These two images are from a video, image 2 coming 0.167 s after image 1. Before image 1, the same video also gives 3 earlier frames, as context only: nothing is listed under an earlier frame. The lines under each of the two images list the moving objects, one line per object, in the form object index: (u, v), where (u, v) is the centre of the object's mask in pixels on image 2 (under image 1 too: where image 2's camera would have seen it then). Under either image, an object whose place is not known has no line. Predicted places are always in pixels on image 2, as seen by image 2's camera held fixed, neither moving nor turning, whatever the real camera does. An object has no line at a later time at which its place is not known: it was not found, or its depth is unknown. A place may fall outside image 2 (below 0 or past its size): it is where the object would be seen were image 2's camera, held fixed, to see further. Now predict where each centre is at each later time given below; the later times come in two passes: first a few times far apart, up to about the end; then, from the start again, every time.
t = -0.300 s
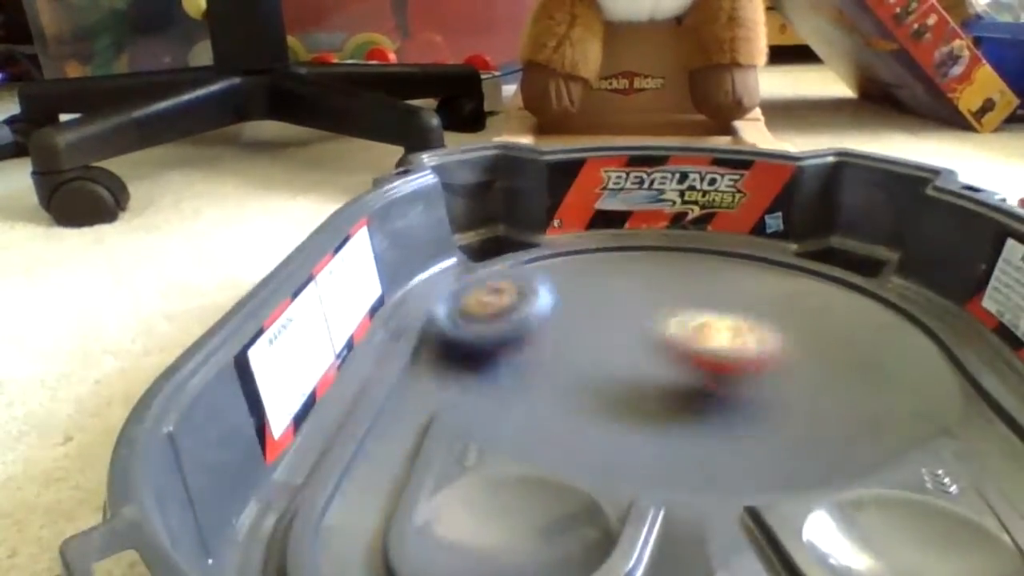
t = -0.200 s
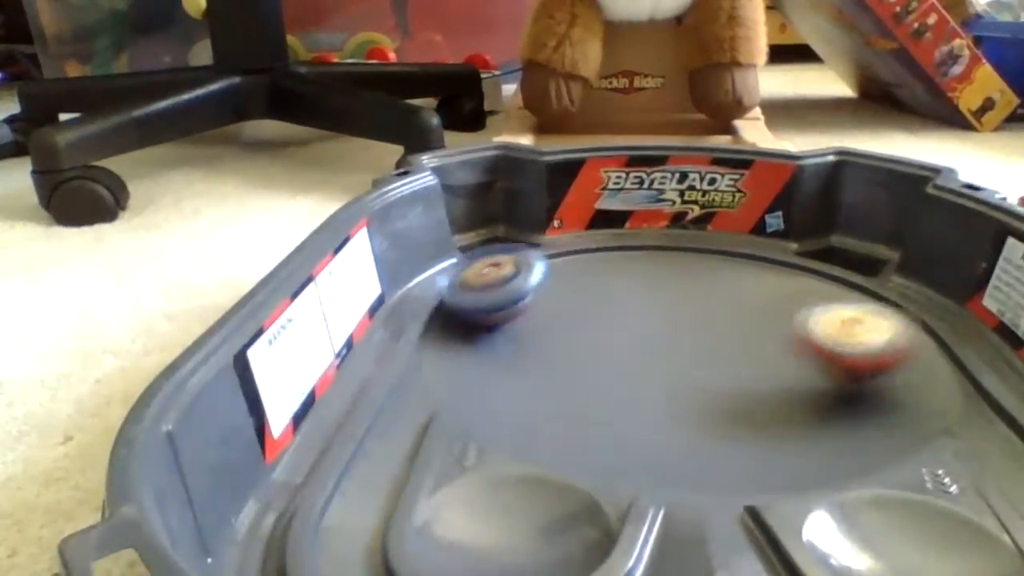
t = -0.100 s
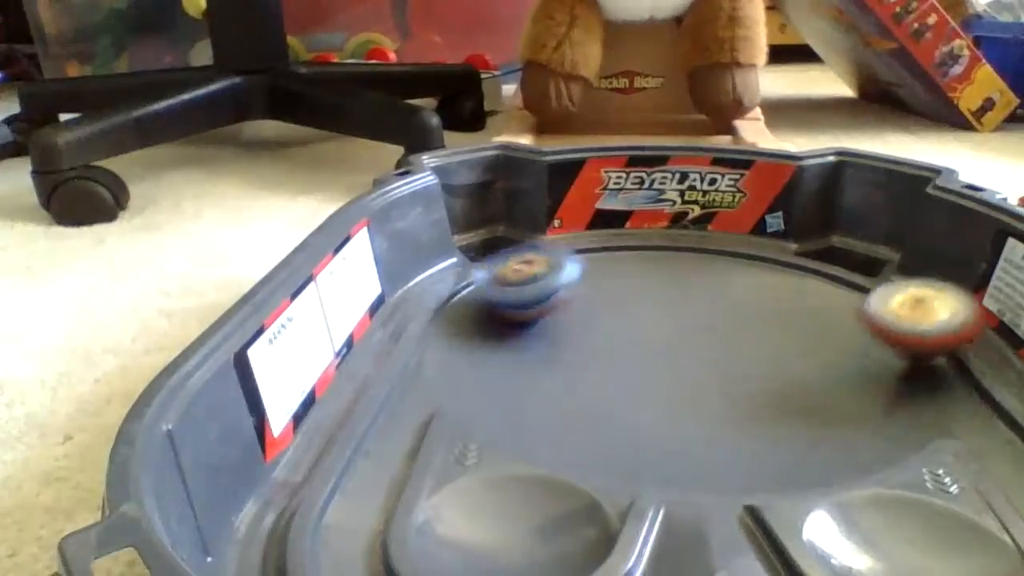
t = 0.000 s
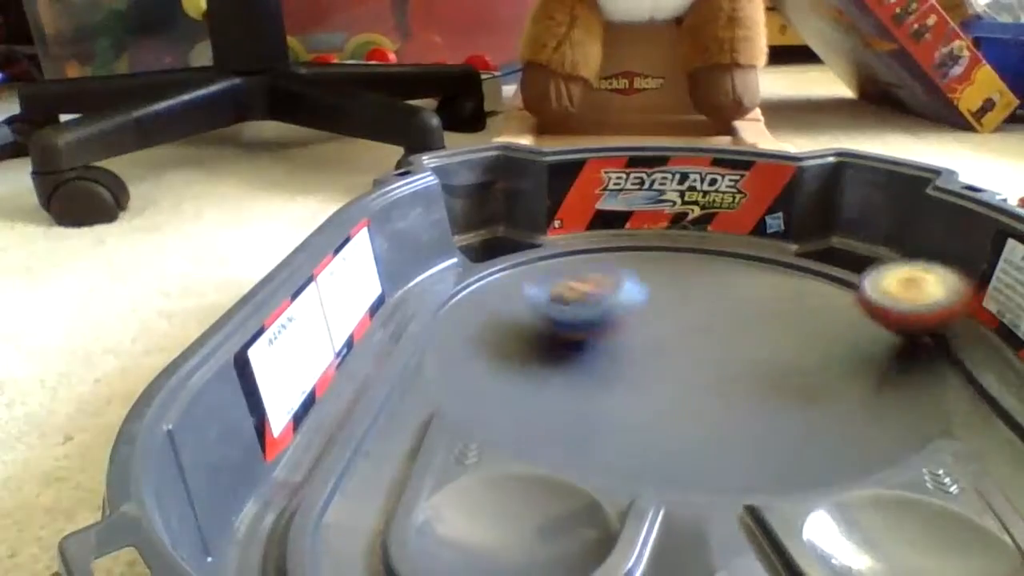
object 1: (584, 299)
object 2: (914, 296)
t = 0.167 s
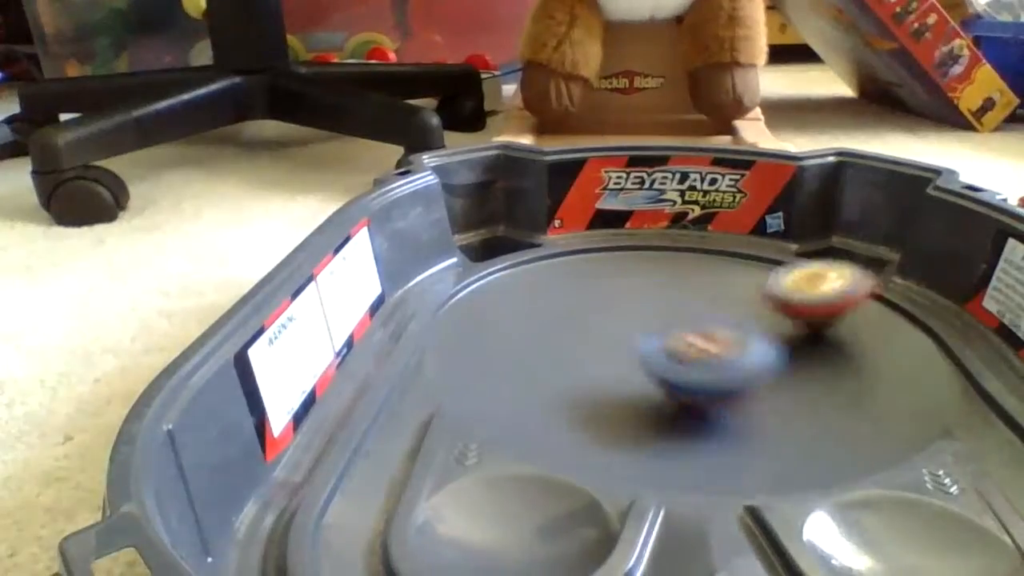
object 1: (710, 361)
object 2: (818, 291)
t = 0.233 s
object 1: (774, 386)
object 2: (775, 297)
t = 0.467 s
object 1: (891, 370)
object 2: (649, 336)
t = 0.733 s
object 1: (727, 315)
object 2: (647, 379)
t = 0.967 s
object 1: (530, 331)
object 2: (671, 370)
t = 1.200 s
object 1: (550, 395)
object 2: (672, 345)
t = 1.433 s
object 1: (801, 395)
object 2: (644, 334)
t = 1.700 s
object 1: (710, 296)
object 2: (627, 330)
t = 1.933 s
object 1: (565, 264)
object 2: (623, 341)
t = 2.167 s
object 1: (482, 345)
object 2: (664, 347)
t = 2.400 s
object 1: (741, 419)
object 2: (679, 341)
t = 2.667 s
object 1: (847, 299)
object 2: (662, 329)
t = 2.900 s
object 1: (653, 233)
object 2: (659, 325)
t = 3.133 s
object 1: (508, 285)
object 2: (667, 331)
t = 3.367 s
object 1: (637, 399)
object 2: (683, 336)
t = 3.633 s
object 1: (879, 358)
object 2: (690, 359)
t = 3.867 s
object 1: (767, 272)
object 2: (697, 364)
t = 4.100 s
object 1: (586, 282)
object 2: (686, 356)
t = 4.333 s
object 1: (543, 363)
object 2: (659, 342)
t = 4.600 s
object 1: (795, 406)
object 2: (637, 332)
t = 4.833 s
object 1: (809, 317)
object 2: (636, 331)
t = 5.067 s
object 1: (644, 272)
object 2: (657, 337)
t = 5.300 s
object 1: (522, 309)
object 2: (687, 346)
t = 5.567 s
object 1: (637, 393)
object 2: (704, 345)
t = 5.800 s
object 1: (760, 421)
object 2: (747, 292)
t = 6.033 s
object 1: (739, 355)
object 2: (744, 276)
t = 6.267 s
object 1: (601, 328)
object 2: (707, 304)
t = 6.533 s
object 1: (538, 365)
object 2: (640, 346)
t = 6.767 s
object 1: (437, 389)
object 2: (800, 322)
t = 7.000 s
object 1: (385, 411)
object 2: (792, 297)
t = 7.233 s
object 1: (376, 456)
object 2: (725, 303)
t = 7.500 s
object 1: (366, 510)
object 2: (632, 312)
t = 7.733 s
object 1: (401, 531)
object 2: (555, 308)
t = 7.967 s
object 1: (493, 539)
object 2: (533, 322)
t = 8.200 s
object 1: (610, 530)
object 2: (593, 353)
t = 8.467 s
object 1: (666, 502)
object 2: (690, 384)
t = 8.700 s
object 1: (681, 462)
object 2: (769, 390)
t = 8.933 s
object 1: (726, 420)
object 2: (779, 365)
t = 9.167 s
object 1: (650, 384)
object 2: (809, 315)
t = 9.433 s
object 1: (614, 335)
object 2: (809, 311)
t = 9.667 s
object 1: (630, 307)
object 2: (747, 325)
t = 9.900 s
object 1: (640, 284)
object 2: (744, 330)
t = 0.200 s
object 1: (740, 373)
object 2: (797, 294)
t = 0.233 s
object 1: (774, 386)
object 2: (775, 297)
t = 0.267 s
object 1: (810, 393)
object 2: (754, 302)
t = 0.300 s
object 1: (853, 398)
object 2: (732, 307)
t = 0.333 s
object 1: (892, 400)
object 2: (710, 313)
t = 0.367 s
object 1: (905, 386)
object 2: (691, 318)
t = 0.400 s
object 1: (903, 385)
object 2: (675, 324)
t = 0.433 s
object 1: (896, 381)
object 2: (660, 330)
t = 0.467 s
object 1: (891, 370)
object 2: (649, 336)
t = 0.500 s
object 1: (883, 361)
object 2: (640, 342)
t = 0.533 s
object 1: (874, 352)
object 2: (634, 350)
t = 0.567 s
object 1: (862, 341)
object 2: (631, 357)
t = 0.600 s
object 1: (844, 332)
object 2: (630, 363)
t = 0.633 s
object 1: (820, 324)
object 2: (631, 368)
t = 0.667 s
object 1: (792, 319)
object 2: (635, 372)
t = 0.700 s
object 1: (761, 315)
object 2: (642, 377)
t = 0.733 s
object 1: (727, 315)
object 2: (647, 379)
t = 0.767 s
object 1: (699, 311)
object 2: (651, 380)
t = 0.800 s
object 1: (665, 312)
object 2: (657, 381)
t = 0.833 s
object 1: (634, 311)
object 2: (659, 381)
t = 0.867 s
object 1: (605, 316)
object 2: (662, 380)
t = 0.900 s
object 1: (575, 322)
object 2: (667, 378)
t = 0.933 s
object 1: (551, 326)
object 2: (669, 375)
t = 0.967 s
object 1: (530, 331)
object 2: (671, 370)
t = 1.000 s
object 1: (512, 337)
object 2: (673, 366)
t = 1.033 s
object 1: (499, 345)
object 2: (674, 361)
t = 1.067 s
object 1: (489, 356)
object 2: (675, 357)
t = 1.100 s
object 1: (487, 367)
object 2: (676, 353)
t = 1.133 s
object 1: (488, 377)
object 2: (676, 350)
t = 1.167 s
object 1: (514, 381)
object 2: (676, 347)
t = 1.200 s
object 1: (550, 395)
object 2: (672, 345)
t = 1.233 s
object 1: (594, 400)
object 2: (670, 341)
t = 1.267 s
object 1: (630, 403)
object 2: (666, 337)
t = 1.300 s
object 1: (669, 409)
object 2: (662, 336)
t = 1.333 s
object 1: (707, 410)
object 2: (657, 335)
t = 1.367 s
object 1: (742, 411)
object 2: (653, 336)
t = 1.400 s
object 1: (777, 404)
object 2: (648, 335)
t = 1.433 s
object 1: (801, 395)
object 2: (644, 334)
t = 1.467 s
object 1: (812, 382)
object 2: (640, 333)
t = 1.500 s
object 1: (814, 371)
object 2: (636, 333)
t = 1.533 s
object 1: (809, 359)
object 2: (633, 333)
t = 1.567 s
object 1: (794, 345)
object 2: (630, 332)
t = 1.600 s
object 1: (778, 329)
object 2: (628, 331)
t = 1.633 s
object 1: (756, 316)
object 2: (627, 331)
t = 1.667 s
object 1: (732, 307)
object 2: (629, 331)
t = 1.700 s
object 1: (710, 296)
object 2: (627, 330)
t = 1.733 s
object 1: (691, 285)
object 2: (618, 332)
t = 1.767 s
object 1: (671, 278)
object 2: (611, 332)
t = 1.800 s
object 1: (650, 271)
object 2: (610, 335)
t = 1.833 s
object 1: (628, 267)
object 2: (610, 336)
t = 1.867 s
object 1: (607, 263)
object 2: (612, 338)
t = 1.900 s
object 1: (586, 262)
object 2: (617, 340)
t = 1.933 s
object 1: (565, 264)
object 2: (623, 341)
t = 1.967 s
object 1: (544, 268)
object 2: (630, 342)
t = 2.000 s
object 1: (527, 273)
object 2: (636, 343)
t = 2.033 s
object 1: (510, 287)
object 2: (642, 344)
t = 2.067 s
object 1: (493, 299)
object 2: (648, 345)
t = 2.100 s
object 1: (483, 313)
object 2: (654, 346)
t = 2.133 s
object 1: (480, 328)
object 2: (659, 347)
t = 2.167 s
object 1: (482, 345)
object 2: (664, 347)
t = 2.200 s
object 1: (491, 362)
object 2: (668, 348)
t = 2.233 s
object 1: (518, 375)
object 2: (671, 348)
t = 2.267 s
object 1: (561, 396)
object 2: (674, 349)
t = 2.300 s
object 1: (599, 407)
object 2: (677, 347)
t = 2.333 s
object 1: (644, 415)
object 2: (680, 342)
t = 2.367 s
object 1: (697, 418)
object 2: (680, 340)
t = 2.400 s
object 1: (741, 419)
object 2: (679, 341)
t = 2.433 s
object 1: (783, 412)
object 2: (678, 342)
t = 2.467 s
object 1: (826, 403)
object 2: (676, 340)
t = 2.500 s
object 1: (853, 389)
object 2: (674, 339)
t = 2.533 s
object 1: (867, 372)
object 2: (671, 337)
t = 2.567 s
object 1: (872, 354)
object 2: (669, 334)
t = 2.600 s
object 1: (871, 334)
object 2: (667, 333)
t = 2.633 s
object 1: (864, 318)
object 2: (664, 331)
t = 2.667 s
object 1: (847, 299)
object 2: (662, 329)
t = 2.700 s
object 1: (826, 281)
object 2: (660, 328)
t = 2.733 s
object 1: (801, 267)
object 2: (659, 327)
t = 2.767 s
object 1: (774, 255)
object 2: (659, 326)
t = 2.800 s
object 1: (744, 245)
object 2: (659, 326)
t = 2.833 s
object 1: (713, 239)
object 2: (659, 325)
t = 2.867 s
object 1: (682, 235)
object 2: (659, 324)
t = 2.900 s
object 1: (653, 233)
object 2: (659, 325)
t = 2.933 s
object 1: (625, 232)
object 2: (659, 326)
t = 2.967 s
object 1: (596, 237)
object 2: (661, 326)
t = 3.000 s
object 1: (571, 241)
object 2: (662, 327)
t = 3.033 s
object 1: (550, 248)
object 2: (663, 328)
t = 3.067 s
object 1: (533, 257)
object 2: (664, 329)
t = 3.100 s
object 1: (518, 269)
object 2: (665, 330)
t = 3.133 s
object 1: (508, 285)
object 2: (667, 331)
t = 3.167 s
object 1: (508, 304)
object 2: (669, 333)
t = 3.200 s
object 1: (509, 319)
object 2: (670, 334)
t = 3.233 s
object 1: (517, 339)
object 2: (673, 336)
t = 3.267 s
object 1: (534, 359)
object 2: (675, 337)
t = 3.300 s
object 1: (564, 373)
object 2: (677, 339)
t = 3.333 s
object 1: (598, 385)
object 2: (680, 338)
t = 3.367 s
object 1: (637, 399)
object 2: (683, 336)
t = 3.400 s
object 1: (677, 410)
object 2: (681, 339)
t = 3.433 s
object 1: (719, 413)
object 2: (681, 341)
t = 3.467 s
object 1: (760, 413)
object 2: (682, 345)
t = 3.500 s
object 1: (801, 405)
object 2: (685, 351)
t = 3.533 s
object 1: (836, 396)
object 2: (688, 353)
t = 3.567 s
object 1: (858, 386)
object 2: (689, 355)
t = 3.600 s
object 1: (872, 374)
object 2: (689, 357)
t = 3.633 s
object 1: (879, 358)
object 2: (690, 359)
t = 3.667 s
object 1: (879, 344)
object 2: (691, 361)
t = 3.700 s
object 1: (872, 326)
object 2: (693, 362)
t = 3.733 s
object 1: (859, 313)
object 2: (694, 363)
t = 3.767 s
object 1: (841, 300)
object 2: (695, 365)
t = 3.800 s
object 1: (819, 288)
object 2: (696, 365)
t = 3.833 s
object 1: (795, 280)
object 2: (697, 365)
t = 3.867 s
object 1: (767, 272)
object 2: (697, 364)
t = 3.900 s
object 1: (739, 267)
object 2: (696, 364)
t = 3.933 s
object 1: (712, 265)
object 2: (695, 363)
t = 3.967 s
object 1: (683, 264)
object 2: (694, 362)
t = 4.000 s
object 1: (656, 267)
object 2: (693, 361)
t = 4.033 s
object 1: (629, 270)
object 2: (691, 360)
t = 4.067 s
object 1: (605, 275)
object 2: (689, 358)
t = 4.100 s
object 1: (586, 282)
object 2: (686, 356)
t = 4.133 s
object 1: (566, 292)
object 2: (682, 354)
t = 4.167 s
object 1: (552, 302)
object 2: (678, 352)
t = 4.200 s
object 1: (540, 314)
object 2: (673, 350)
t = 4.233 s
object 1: (531, 325)
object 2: (670, 348)
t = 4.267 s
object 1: (529, 334)
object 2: (666, 346)
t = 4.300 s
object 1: (532, 346)
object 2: (663, 344)
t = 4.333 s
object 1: (543, 363)
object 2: (659, 342)
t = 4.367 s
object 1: (559, 374)
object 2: (657, 340)
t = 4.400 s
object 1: (584, 390)
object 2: (654, 335)
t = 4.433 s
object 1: (612, 400)
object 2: (651, 331)
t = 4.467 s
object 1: (639, 404)
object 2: (648, 330)
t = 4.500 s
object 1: (680, 411)
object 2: (645, 331)
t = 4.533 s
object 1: (721, 415)
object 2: (642, 333)
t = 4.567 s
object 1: (762, 414)
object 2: (639, 333)
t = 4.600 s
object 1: (795, 406)
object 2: (637, 332)
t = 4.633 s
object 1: (818, 398)
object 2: (636, 332)
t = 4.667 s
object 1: (836, 386)
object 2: (635, 331)
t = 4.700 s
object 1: (845, 372)
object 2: (634, 331)
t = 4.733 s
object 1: (846, 357)
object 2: (634, 331)
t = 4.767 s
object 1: (838, 344)
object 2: (635, 331)
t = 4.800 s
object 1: (825, 328)
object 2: (636, 331)
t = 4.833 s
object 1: (809, 317)
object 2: (636, 331)
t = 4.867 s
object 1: (788, 306)
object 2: (637, 331)
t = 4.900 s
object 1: (766, 296)
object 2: (640, 332)
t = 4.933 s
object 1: (743, 289)
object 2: (643, 333)
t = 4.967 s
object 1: (717, 282)
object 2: (647, 334)
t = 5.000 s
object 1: (694, 276)
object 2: (650, 335)
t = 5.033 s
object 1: (667, 272)
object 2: (653, 336)
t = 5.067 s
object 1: (644, 272)
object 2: (657, 337)
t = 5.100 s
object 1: (621, 275)
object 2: (662, 339)
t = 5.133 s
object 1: (600, 278)
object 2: (666, 341)
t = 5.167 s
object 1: (579, 281)
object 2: (670, 343)
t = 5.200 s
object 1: (563, 288)
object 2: (675, 343)
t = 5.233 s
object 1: (546, 294)
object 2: (679, 344)
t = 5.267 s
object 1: (533, 301)
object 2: (683, 345)
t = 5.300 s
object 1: (522, 309)
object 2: (687, 346)
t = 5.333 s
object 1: (517, 318)
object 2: (691, 347)
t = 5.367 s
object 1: (513, 328)
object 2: (694, 348)
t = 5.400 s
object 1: (517, 337)
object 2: (695, 348)
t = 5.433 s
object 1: (529, 352)
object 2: (697, 349)
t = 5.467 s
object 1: (546, 366)
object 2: (699, 349)
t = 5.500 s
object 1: (572, 378)
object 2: (699, 350)
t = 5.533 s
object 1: (606, 388)
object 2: (702, 349)
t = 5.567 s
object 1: (637, 393)
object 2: (704, 345)
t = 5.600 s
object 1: (673, 401)
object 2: (703, 341)
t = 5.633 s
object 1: (690, 409)
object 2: (710, 334)
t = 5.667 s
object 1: (708, 422)
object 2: (724, 326)
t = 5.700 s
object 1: (729, 430)
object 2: (735, 314)
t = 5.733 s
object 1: (746, 434)
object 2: (741, 305)
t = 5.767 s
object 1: (753, 427)
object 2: (744, 297)
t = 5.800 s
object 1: (760, 421)
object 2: (747, 292)
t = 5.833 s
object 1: (766, 410)
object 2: (748, 289)
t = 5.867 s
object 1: (771, 401)
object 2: (748, 285)
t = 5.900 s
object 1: (774, 390)
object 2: (749, 283)
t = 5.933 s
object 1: (773, 381)
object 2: (749, 280)
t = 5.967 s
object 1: (766, 372)
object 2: (748, 278)
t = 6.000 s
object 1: (754, 362)
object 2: (747, 277)
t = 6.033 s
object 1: (739, 355)
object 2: (744, 276)
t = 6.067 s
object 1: (718, 347)
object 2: (741, 277)
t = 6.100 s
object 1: (700, 342)
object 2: (739, 277)
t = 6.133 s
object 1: (681, 338)
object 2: (733, 281)
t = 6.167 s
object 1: (658, 334)
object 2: (728, 285)
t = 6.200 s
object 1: (640, 328)
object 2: (722, 290)
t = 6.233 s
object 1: (621, 328)
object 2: (714, 297)
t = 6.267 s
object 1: (601, 328)
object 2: (707, 304)
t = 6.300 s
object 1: (584, 331)
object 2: (698, 309)
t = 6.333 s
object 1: (569, 332)
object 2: (688, 316)
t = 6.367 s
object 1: (556, 335)
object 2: (681, 322)
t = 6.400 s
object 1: (545, 334)
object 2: (672, 328)
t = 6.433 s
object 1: (537, 338)
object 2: (663, 333)
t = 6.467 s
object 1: (531, 346)
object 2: (654, 338)
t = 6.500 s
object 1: (529, 353)
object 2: (646, 342)
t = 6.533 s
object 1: (538, 365)
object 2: (640, 346)
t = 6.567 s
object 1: (510, 370)
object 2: (662, 350)
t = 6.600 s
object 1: (484, 368)
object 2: (694, 343)
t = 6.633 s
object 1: (477, 360)
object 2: (728, 342)
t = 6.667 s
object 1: (472, 366)
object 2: (756, 336)
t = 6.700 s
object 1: (460, 380)
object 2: (776, 331)
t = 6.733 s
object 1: (447, 384)
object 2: (793, 326)
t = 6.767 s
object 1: (437, 389)
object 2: (800, 322)
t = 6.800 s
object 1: (421, 390)
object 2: (805, 318)
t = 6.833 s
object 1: (404, 398)
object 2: (804, 314)
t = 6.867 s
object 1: (386, 398)
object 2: (803, 310)
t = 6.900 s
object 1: (391, 401)
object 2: (802, 306)
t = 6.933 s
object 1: (397, 405)
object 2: (802, 303)
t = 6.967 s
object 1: (389, 407)
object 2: (798, 299)
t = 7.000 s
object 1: (385, 411)
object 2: (792, 297)
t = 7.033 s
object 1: (395, 418)
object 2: (787, 296)
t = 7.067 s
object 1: (386, 420)
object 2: (779, 295)
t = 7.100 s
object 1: (378, 426)
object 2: (771, 295)
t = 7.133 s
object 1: (381, 433)
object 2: (759, 296)
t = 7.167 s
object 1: (384, 441)
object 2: (749, 297)
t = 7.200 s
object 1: (383, 449)
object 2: (737, 299)
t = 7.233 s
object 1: (376, 456)
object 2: (725, 303)
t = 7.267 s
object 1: (372, 468)
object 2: (714, 305)
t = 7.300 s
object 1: (370, 479)
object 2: (702, 307)
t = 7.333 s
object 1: (364, 487)
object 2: (692, 309)
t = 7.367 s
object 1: (364, 494)
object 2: (679, 310)
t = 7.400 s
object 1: (363, 499)
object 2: (668, 311)
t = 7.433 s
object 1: (364, 503)
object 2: (656, 312)
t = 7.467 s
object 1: (363, 508)
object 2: (644, 312)
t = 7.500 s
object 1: (366, 510)
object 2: (632, 312)
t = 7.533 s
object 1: (359, 513)
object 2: (620, 313)
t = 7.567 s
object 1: (361, 518)
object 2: (609, 312)
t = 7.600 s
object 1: (375, 520)
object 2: (597, 311)
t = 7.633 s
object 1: (383, 522)
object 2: (586, 311)
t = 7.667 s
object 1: (382, 525)
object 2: (575, 310)
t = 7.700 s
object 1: (388, 529)
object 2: (565, 309)
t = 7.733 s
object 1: (401, 531)
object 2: (555, 308)
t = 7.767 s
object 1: (415, 531)
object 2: (546, 308)
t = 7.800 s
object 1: (430, 534)
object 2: (539, 309)
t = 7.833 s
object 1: (445, 533)
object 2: (533, 311)
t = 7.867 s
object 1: (447, 535)
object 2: (531, 313)
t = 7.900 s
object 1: (465, 537)
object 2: (529, 315)
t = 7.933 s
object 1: (477, 538)
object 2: (531, 319)
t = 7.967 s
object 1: (493, 539)
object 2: (533, 322)
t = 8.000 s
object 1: (504, 538)
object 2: (537, 327)
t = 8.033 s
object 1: (517, 535)
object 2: (544, 331)
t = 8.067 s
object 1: (536, 536)
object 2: (552, 336)
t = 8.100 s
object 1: (559, 536)
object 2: (563, 342)
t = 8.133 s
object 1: (575, 534)
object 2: (572, 346)
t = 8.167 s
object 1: (595, 532)
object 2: (582, 350)
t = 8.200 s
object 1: (610, 530)
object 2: (593, 353)
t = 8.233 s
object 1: (618, 528)
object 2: (605, 358)
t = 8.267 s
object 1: (622, 524)
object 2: (617, 362)
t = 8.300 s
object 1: (639, 521)
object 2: (627, 366)
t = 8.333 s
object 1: (652, 519)
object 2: (641, 370)
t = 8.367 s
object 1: (652, 515)
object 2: (653, 374)
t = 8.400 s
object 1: (649, 509)
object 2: (667, 378)
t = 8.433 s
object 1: (655, 503)
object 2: (677, 382)
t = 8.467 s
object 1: (666, 502)
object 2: (690, 384)
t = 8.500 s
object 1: (671, 497)
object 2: (700, 385)
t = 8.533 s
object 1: (668, 492)
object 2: (712, 388)
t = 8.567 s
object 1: (669, 487)
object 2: (722, 388)
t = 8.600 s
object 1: (676, 482)
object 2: (734, 388)
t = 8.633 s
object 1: (676, 477)
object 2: (746, 389)
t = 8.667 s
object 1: (678, 469)
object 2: (758, 390)
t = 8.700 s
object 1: (681, 462)
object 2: (769, 390)
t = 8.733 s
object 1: (686, 453)
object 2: (776, 389)
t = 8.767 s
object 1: (692, 445)
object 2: (779, 387)
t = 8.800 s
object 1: (698, 439)
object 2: (783, 384)
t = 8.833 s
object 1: (706, 431)
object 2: (787, 379)
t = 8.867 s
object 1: (714, 433)
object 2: (786, 375)
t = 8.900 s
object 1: (724, 428)
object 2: (781, 372)
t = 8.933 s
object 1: (726, 420)
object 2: (779, 365)
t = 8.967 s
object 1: (718, 414)
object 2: (789, 357)
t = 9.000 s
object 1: (707, 410)
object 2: (795, 349)
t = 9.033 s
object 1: (694, 407)
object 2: (804, 339)
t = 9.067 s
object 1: (682, 402)
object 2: (805, 329)
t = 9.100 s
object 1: (673, 395)
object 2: (808, 324)
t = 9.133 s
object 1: (660, 388)
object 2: (808, 320)
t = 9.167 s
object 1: (650, 384)
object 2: (809, 315)
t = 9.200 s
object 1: (642, 376)
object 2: (809, 313)
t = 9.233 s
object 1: (633, 372)
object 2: (809, 309)
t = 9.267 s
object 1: (627, 364)
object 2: (811, 307)
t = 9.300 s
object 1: (622, 359)
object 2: (814, 306)
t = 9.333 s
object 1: (618, 353)
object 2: (817, 306)
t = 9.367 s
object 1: (616, 346)
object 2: (814, 307)
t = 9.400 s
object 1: (615, 339)
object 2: (811, 308)
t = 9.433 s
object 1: (614, 335)
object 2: (809, 311)
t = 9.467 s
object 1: (615, 328)
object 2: (802, 314)
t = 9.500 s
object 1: (615, 324)
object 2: (794, 317)
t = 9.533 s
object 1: (618, 319)
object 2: (782, 320)
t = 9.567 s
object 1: (620, 315)
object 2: (774, 323)
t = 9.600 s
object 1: (623, 313)
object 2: (764, 324)
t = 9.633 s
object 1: (627, 310)
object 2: (754, 324)
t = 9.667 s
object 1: (630, 307)
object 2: (747, 325)
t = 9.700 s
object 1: (625, 302)
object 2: (753, 324)
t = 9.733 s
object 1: (623, 298)
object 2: (756, 325)
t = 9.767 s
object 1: (625, 296)
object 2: (753, 325)
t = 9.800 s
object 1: (630, 293)
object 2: (749, 324)
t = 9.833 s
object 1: (635, 291)
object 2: (744, 324)
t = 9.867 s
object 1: (640, 289)
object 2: (743, 326)
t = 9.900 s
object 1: (640, 284)
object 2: (744, 330)
